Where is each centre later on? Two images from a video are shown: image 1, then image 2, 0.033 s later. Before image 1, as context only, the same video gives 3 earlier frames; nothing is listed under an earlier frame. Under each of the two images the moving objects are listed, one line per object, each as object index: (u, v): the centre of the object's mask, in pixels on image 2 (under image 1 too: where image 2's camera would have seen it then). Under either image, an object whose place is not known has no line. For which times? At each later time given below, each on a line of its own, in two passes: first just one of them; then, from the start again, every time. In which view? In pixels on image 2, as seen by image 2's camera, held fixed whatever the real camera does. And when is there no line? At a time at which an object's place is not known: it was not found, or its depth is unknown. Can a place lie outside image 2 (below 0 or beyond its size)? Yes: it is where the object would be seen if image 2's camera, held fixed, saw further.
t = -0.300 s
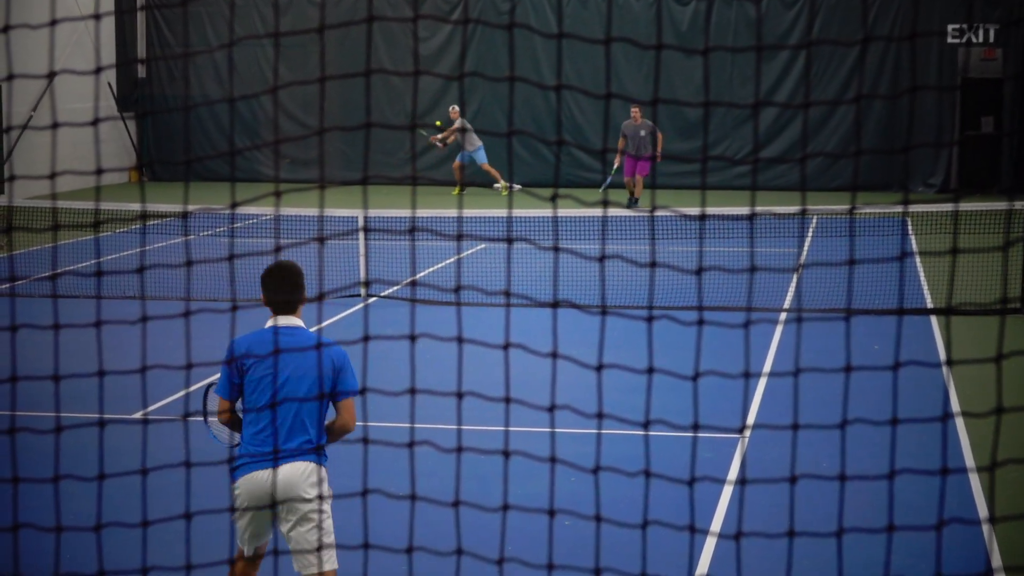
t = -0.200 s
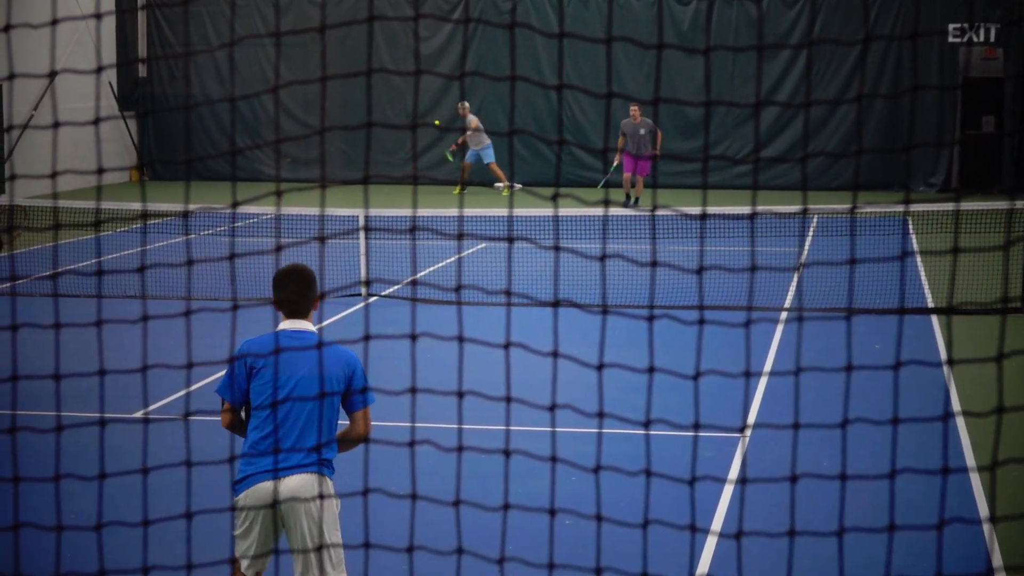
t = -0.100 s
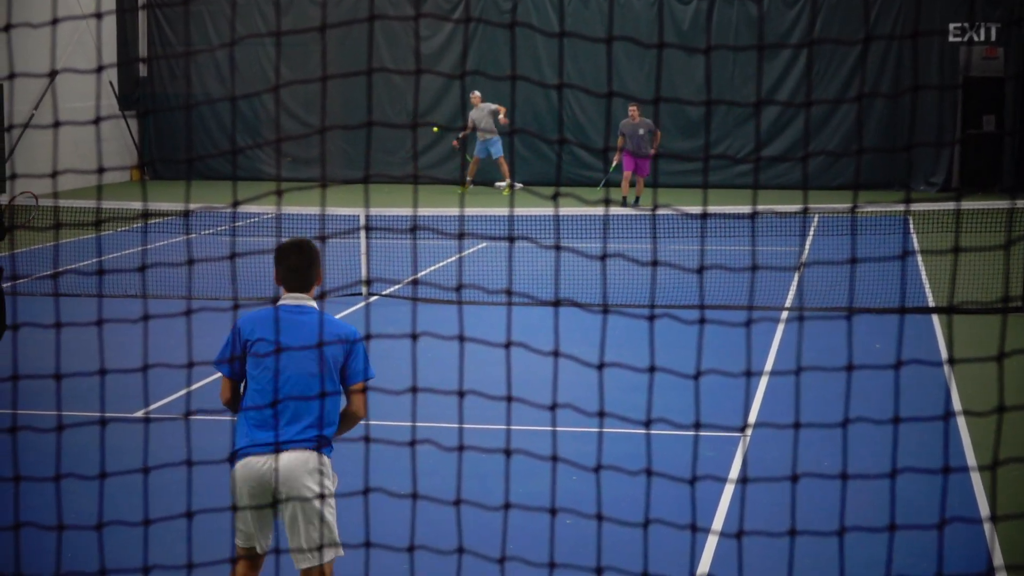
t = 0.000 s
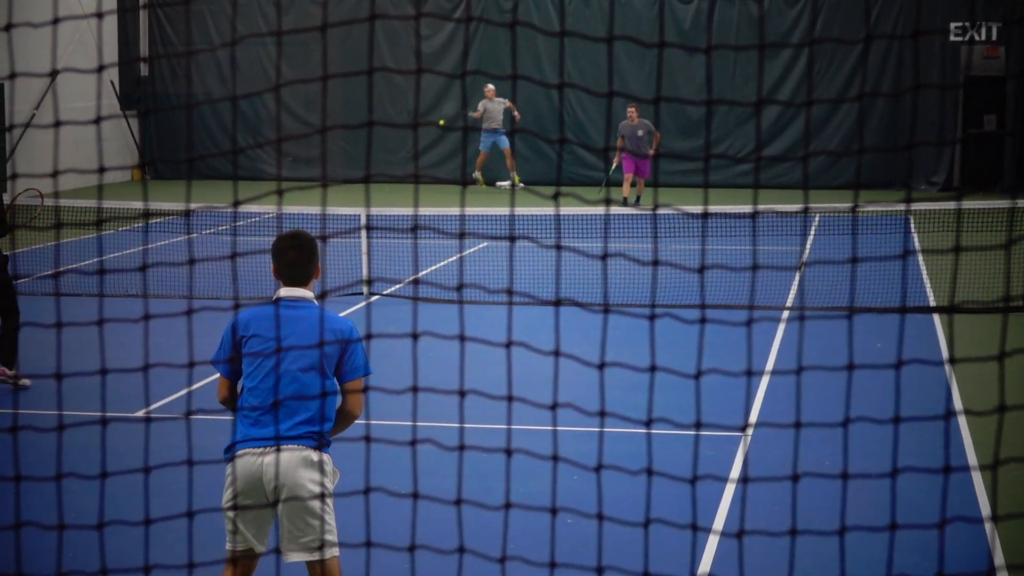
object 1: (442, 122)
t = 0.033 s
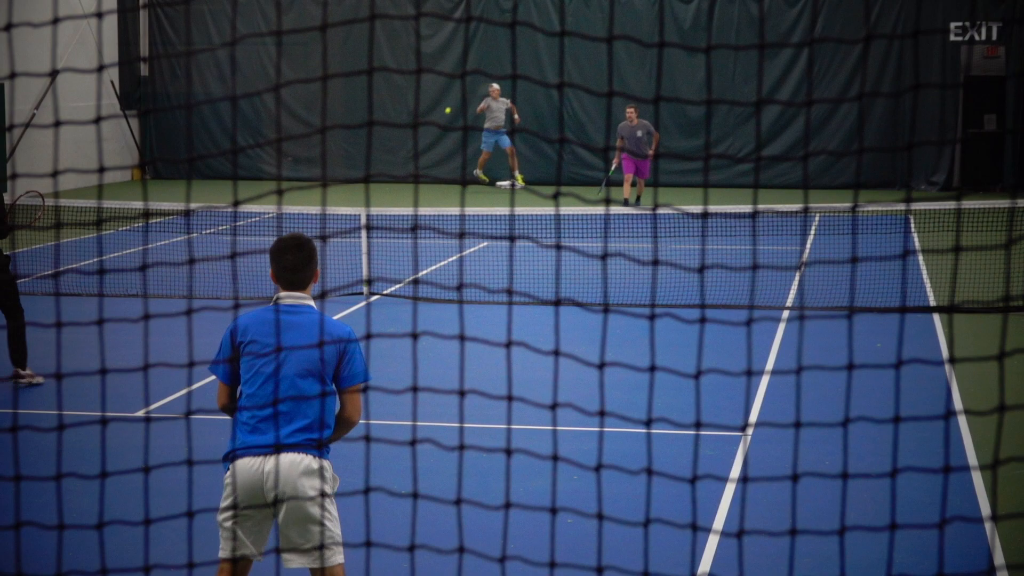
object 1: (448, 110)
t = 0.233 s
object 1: (492, 52)
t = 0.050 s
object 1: (451, 104)
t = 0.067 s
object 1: (454, 99)
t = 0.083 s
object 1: (458, 93)
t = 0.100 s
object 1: (461, 88)
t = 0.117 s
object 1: (465, 82)
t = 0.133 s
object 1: (469, 78)
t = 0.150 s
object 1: (472, 73)
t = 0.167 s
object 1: (476, 68)
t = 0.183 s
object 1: (480, 64)
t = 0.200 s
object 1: (484, 60)
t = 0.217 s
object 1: (488, 56)
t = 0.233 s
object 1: (492, 52)
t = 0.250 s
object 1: (496, 49)
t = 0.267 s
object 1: (500, 46)
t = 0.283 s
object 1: (505, 43)
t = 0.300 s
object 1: (509, 40)
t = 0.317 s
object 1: (514, 38)
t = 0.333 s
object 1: (519, 35)
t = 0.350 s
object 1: (524, 34)
